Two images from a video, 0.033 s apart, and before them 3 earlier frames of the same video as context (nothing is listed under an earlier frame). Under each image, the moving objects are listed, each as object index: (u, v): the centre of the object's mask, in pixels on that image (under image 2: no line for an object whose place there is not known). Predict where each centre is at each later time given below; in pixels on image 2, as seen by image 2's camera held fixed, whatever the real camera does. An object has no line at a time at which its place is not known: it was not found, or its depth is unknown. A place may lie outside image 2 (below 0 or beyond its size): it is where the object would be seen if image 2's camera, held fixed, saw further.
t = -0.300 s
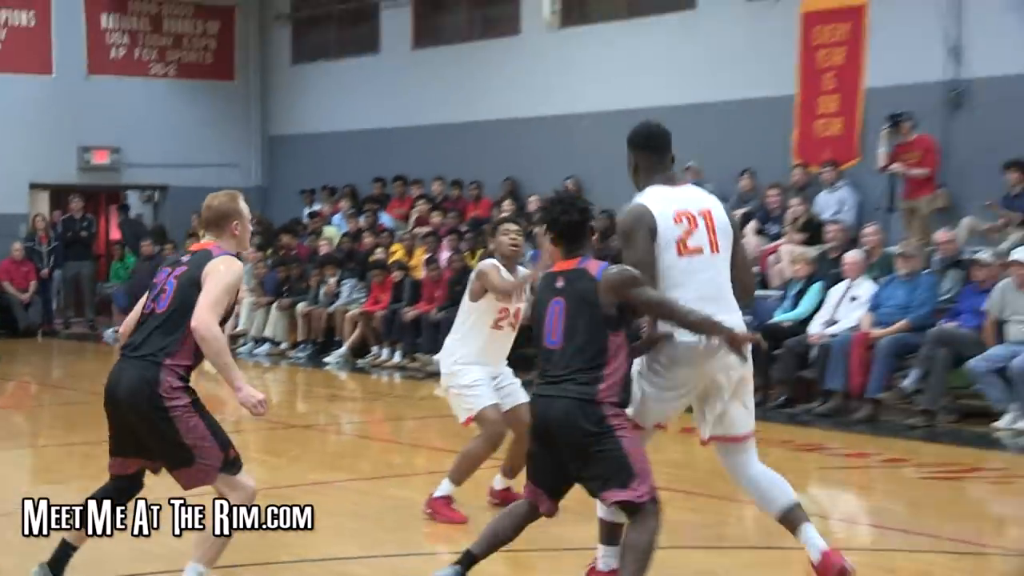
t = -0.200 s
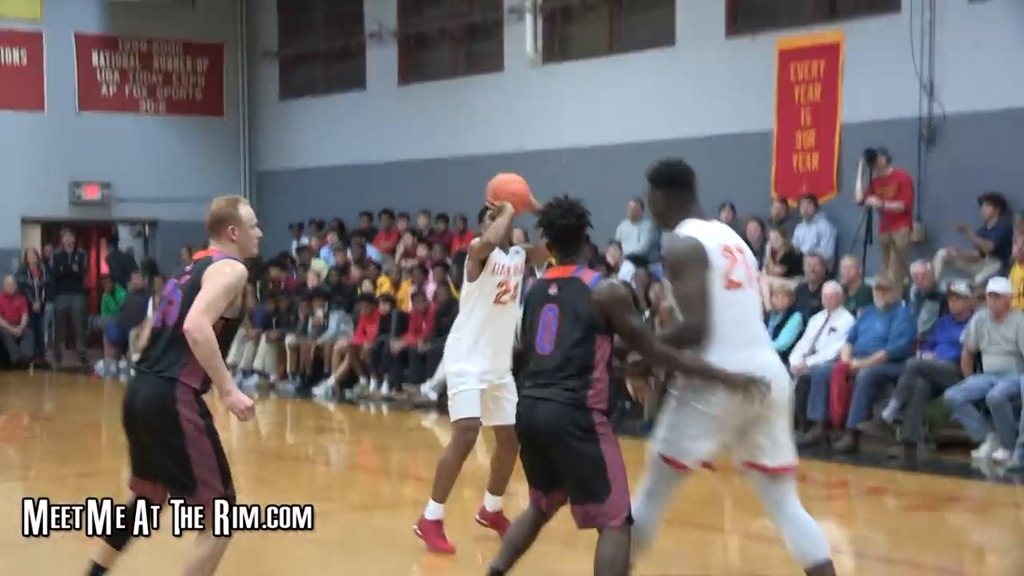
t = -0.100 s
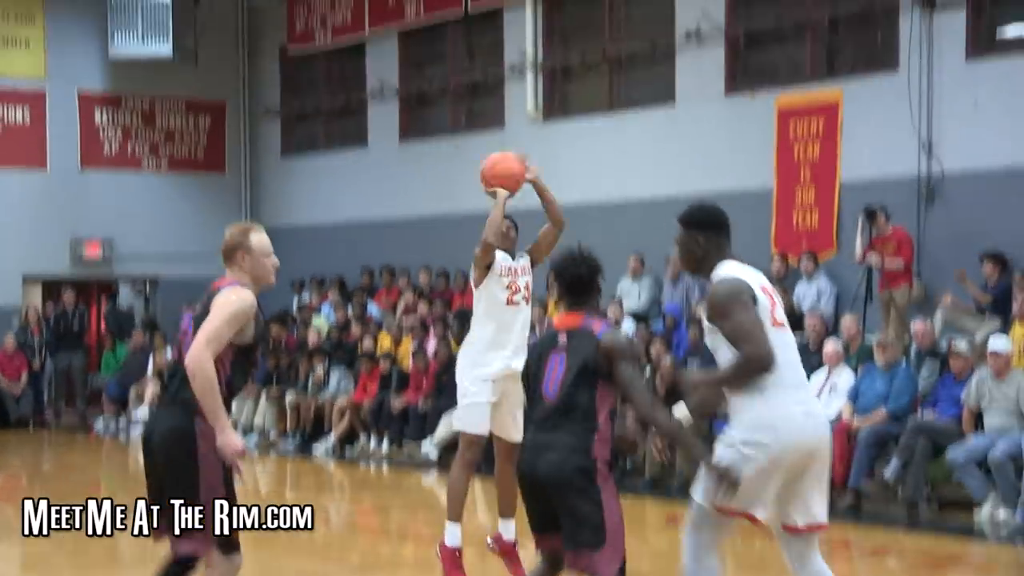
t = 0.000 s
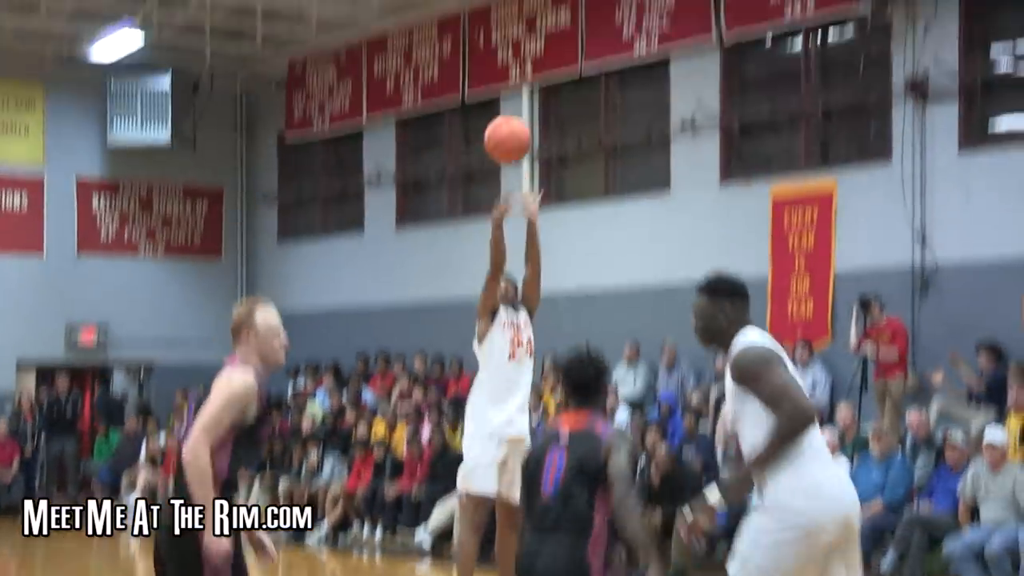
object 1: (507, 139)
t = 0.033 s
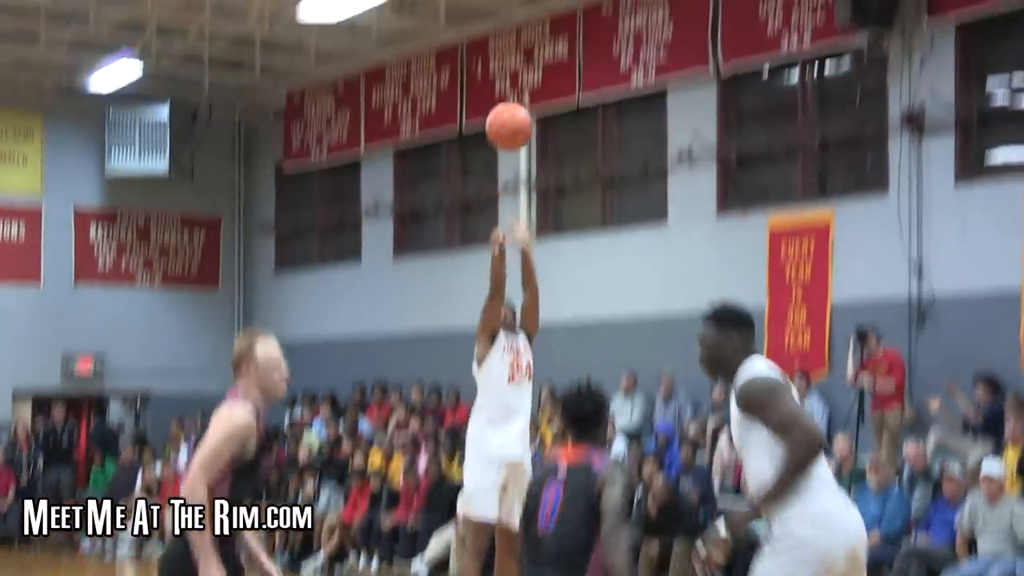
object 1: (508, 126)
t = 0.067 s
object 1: (514, 81)
